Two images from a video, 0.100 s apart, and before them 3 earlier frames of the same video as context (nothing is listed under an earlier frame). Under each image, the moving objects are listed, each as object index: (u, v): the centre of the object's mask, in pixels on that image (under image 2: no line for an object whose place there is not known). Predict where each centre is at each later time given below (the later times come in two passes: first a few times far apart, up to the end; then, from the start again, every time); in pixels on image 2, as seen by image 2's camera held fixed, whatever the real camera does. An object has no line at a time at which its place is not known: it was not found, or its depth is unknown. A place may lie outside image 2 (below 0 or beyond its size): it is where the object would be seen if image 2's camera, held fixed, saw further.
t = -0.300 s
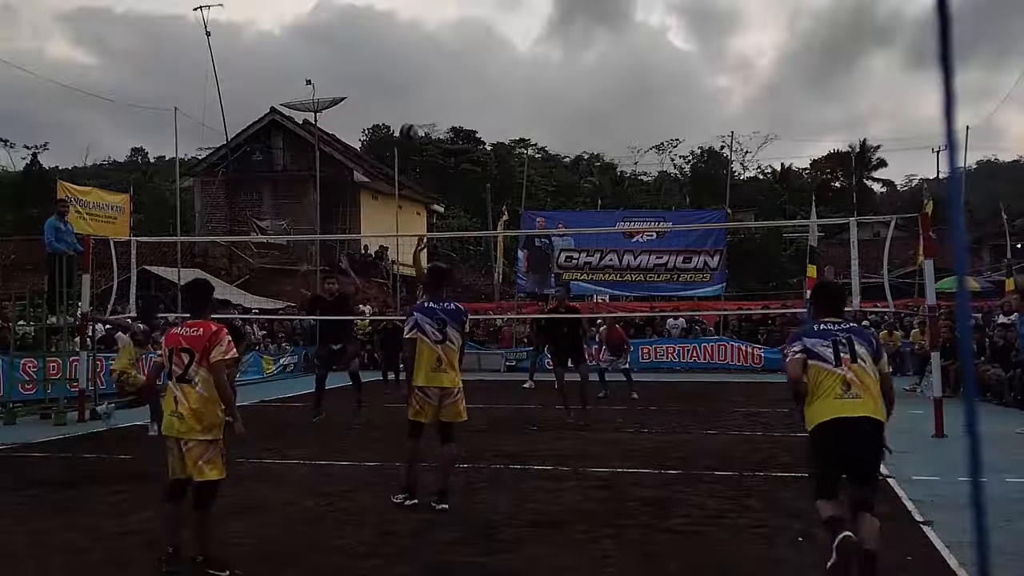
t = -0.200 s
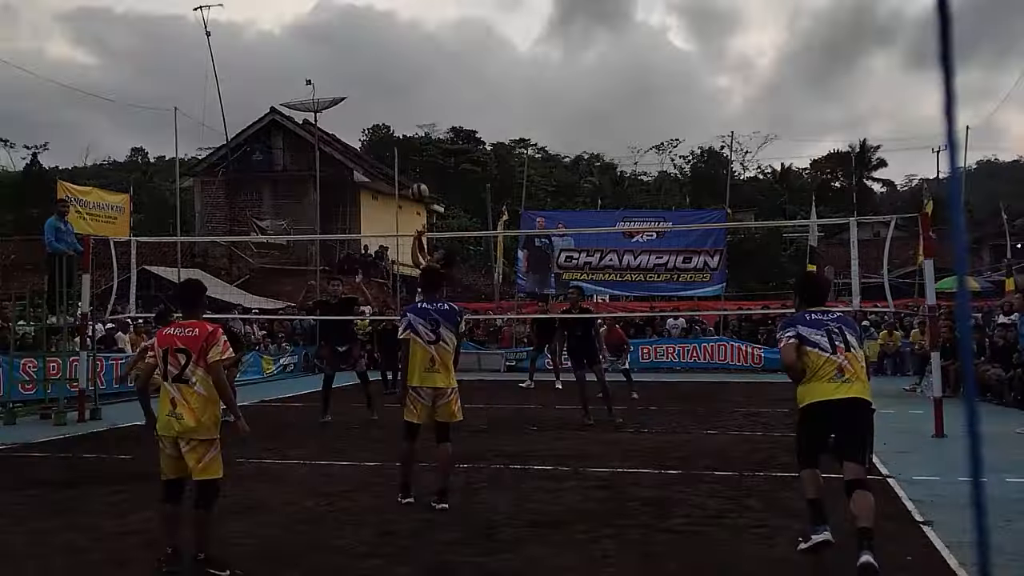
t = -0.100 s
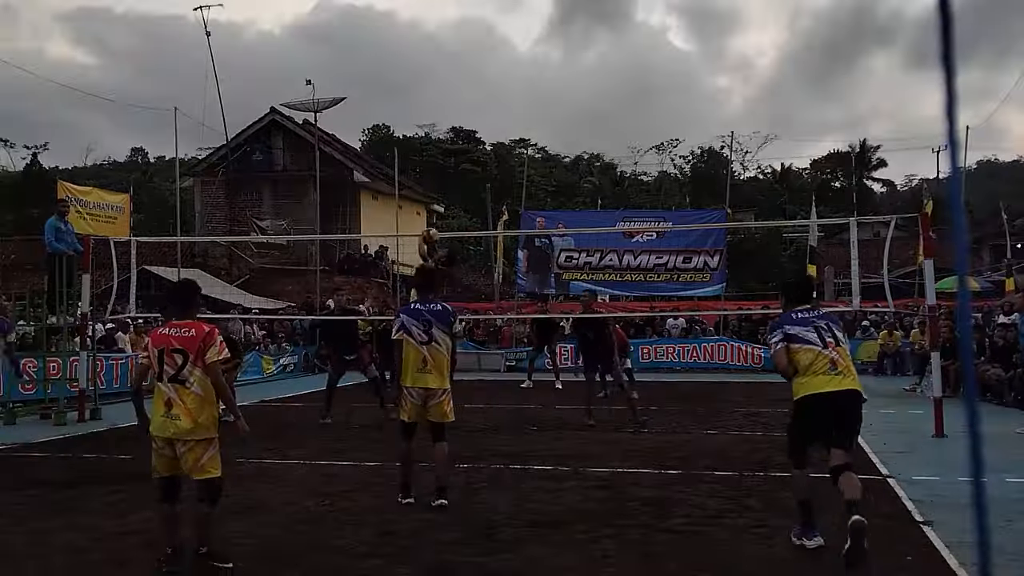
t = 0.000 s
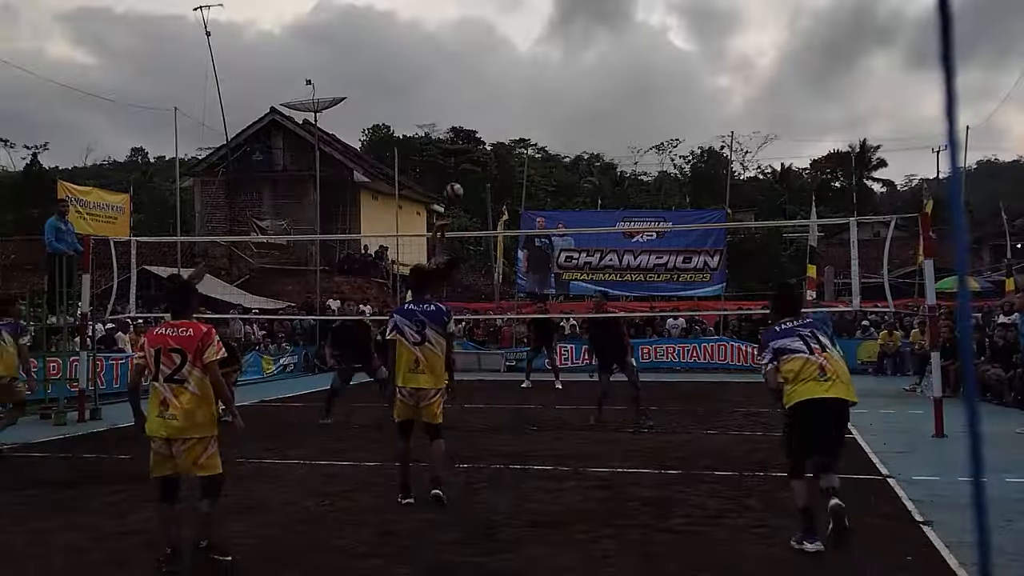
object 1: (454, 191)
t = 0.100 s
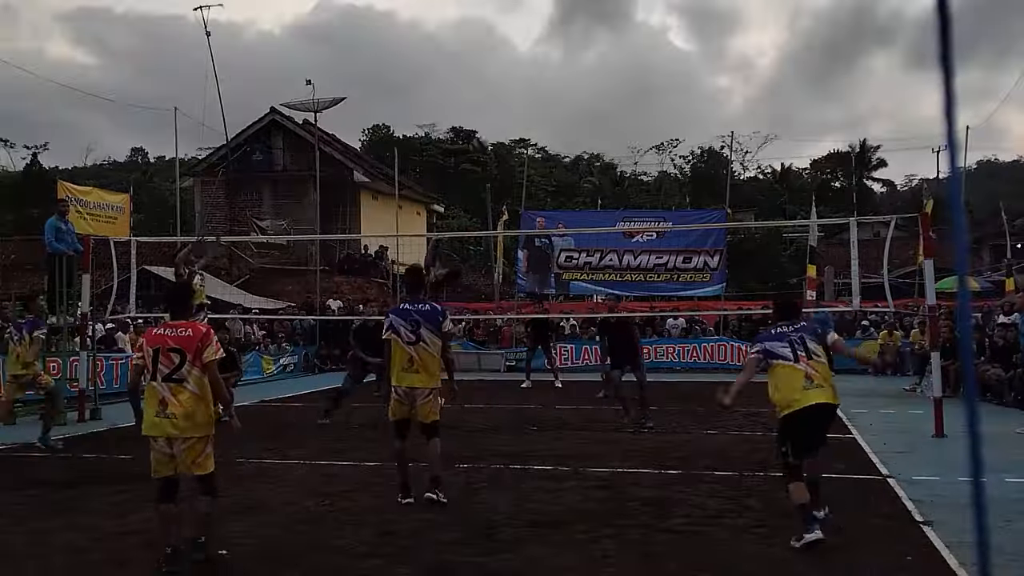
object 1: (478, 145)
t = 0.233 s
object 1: (514, 97)
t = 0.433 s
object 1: (565, 51)
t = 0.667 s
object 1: (627, 41)
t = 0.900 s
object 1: (693, 83)
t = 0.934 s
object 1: (702, 94)
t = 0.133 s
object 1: (488, 132)
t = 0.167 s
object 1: (497, 120)
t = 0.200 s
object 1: (505, 108)
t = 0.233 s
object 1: (514, 97)
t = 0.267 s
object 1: (522, 87)
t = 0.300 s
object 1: (531, 78)
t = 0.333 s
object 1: (539, 70)
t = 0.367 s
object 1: (548, 63)
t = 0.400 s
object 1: (556, 56)
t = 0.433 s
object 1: (565, 51)
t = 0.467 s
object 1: (574, 46)
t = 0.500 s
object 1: (583, 43)
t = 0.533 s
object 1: (591, 41)
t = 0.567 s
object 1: (600, 39)
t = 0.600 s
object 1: (609, 39)
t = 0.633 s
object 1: (618, 40)
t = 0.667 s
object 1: (627, 41)
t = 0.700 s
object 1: (637, 44)
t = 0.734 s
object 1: (646, 48)
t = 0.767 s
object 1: (655, 53)
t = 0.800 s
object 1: (664, 59)
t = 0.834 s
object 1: (674, 66)
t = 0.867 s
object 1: (683, 74)
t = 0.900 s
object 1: (693, 83)
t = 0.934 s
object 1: (702, 94)
